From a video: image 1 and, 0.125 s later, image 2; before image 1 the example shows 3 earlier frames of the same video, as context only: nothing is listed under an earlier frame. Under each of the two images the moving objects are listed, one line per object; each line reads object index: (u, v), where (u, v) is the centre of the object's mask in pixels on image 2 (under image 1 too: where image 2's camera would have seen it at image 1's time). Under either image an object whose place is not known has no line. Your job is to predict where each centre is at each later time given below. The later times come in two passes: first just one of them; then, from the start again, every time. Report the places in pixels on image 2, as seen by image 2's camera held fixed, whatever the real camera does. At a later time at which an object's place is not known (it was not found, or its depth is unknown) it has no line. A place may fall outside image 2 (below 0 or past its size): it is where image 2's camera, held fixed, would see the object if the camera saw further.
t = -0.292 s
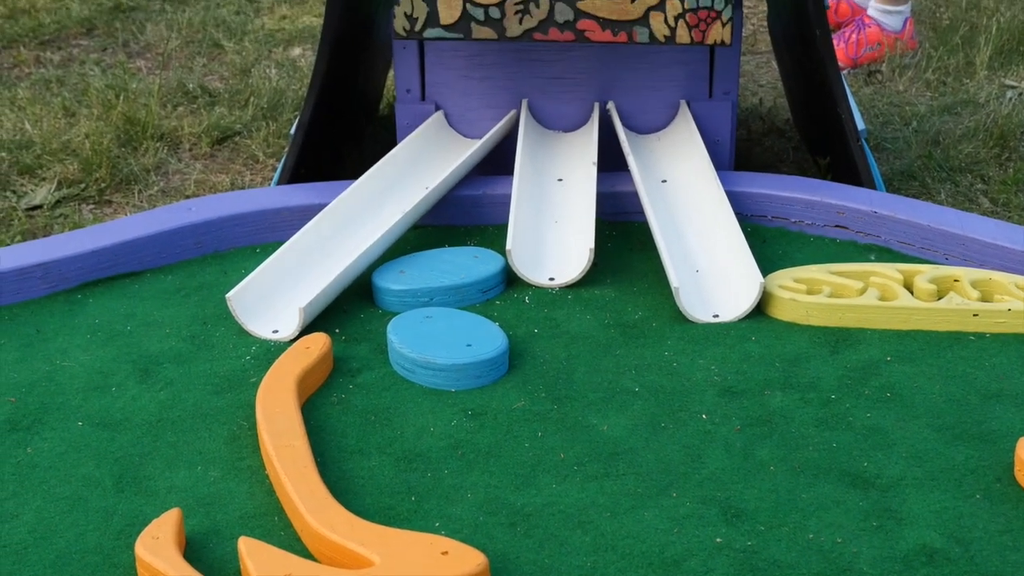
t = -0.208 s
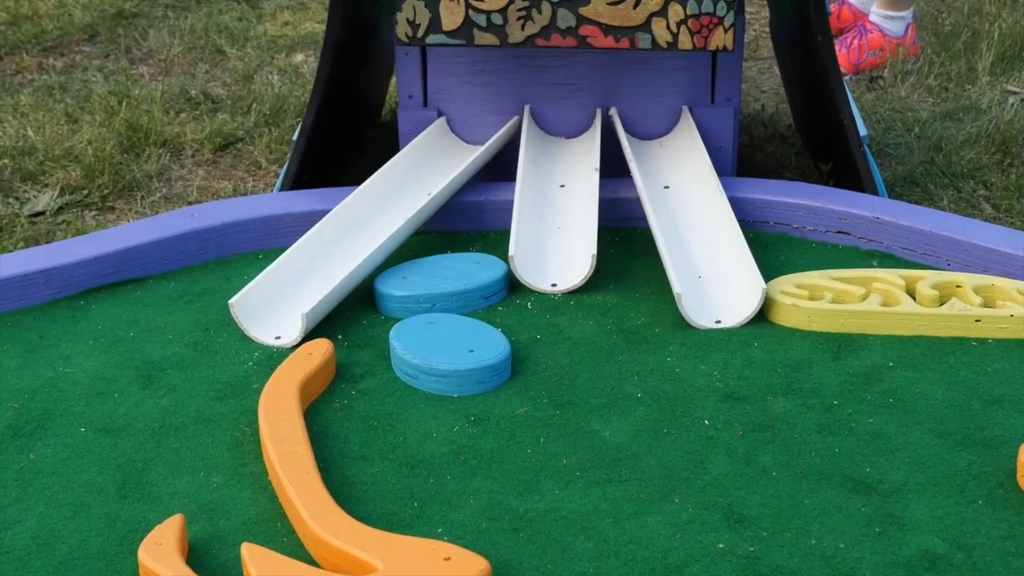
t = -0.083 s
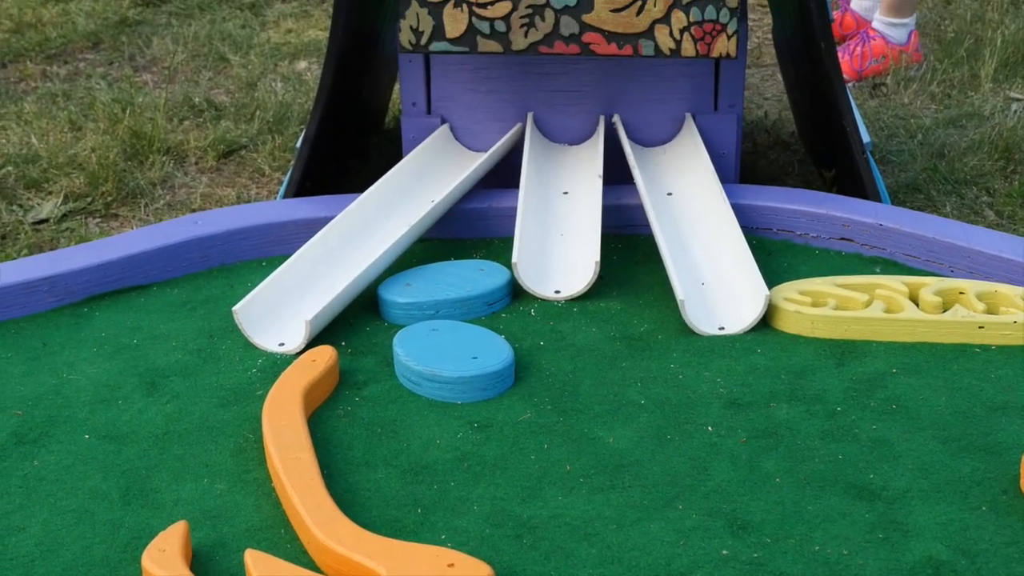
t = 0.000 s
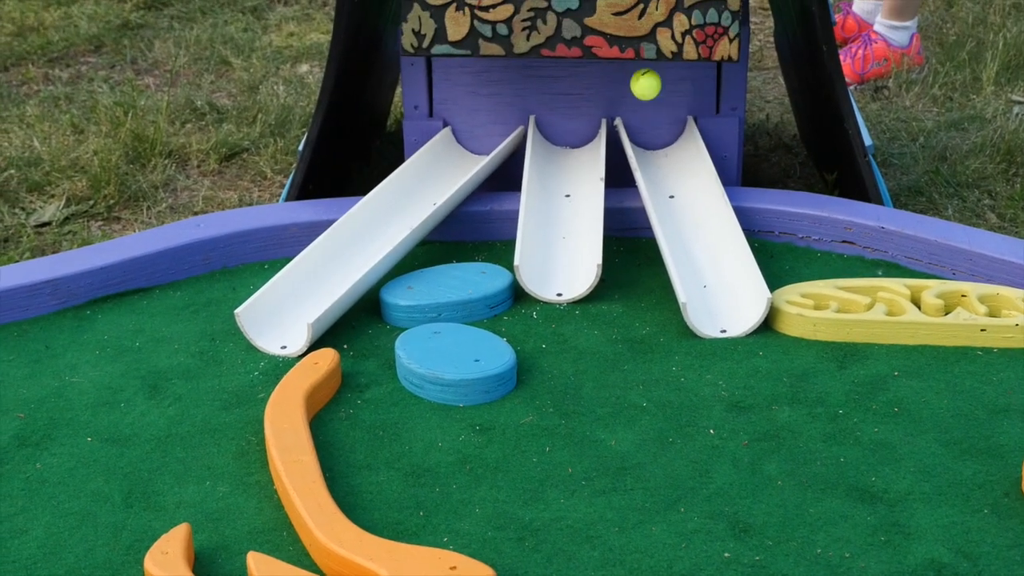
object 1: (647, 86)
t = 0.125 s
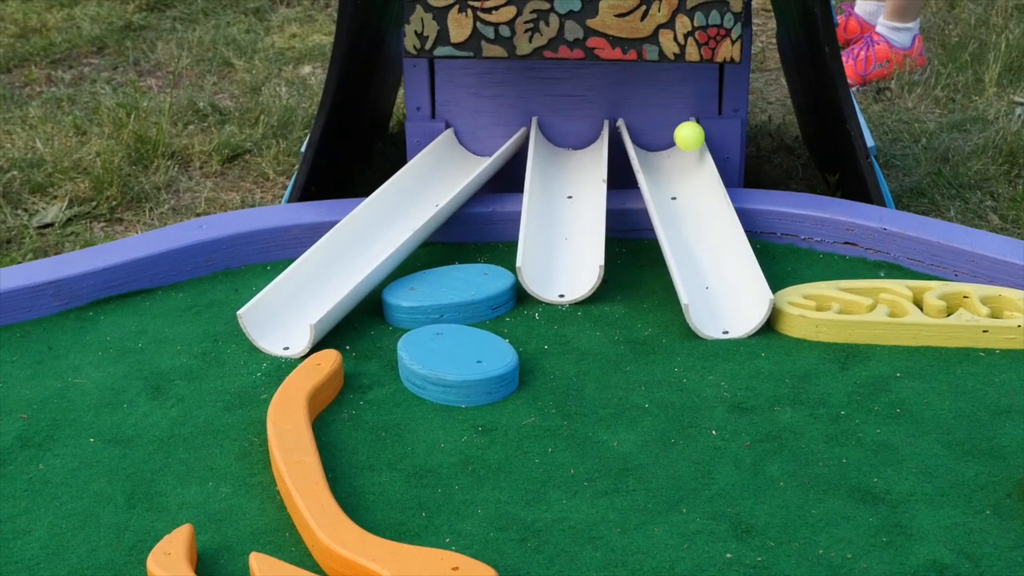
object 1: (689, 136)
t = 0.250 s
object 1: (687, 103)
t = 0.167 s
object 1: (688, 114)
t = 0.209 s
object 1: (688, 103)
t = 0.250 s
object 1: (687, 103)
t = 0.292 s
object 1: (686, 116)
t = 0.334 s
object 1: (685, 142)
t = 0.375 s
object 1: (683, 181)
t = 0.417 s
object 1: (687, 200)
